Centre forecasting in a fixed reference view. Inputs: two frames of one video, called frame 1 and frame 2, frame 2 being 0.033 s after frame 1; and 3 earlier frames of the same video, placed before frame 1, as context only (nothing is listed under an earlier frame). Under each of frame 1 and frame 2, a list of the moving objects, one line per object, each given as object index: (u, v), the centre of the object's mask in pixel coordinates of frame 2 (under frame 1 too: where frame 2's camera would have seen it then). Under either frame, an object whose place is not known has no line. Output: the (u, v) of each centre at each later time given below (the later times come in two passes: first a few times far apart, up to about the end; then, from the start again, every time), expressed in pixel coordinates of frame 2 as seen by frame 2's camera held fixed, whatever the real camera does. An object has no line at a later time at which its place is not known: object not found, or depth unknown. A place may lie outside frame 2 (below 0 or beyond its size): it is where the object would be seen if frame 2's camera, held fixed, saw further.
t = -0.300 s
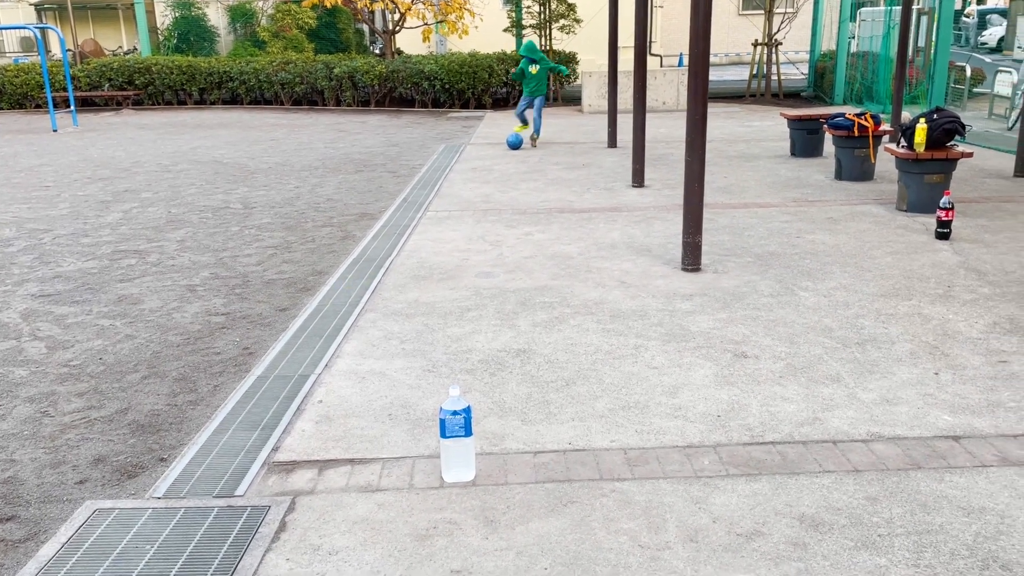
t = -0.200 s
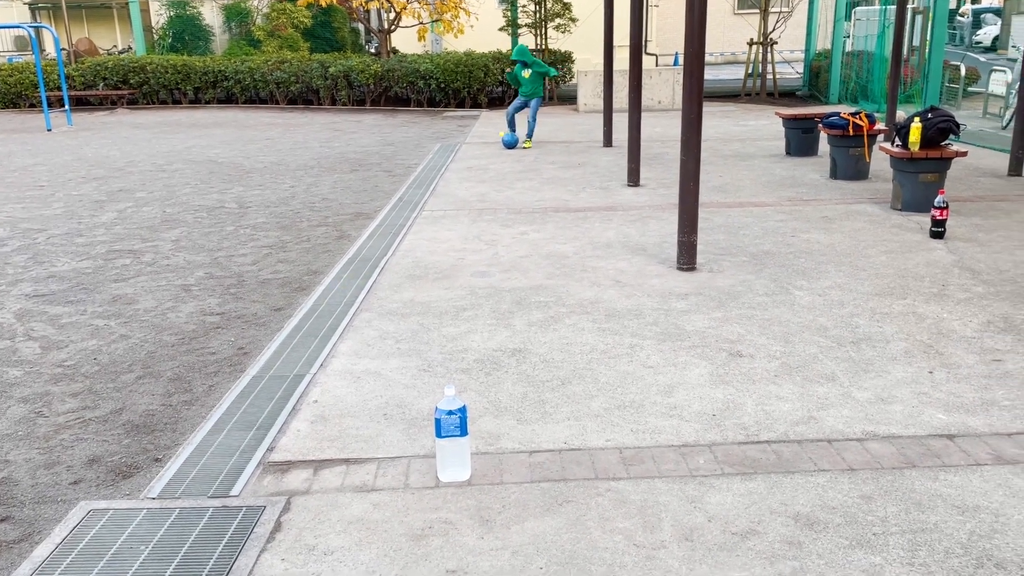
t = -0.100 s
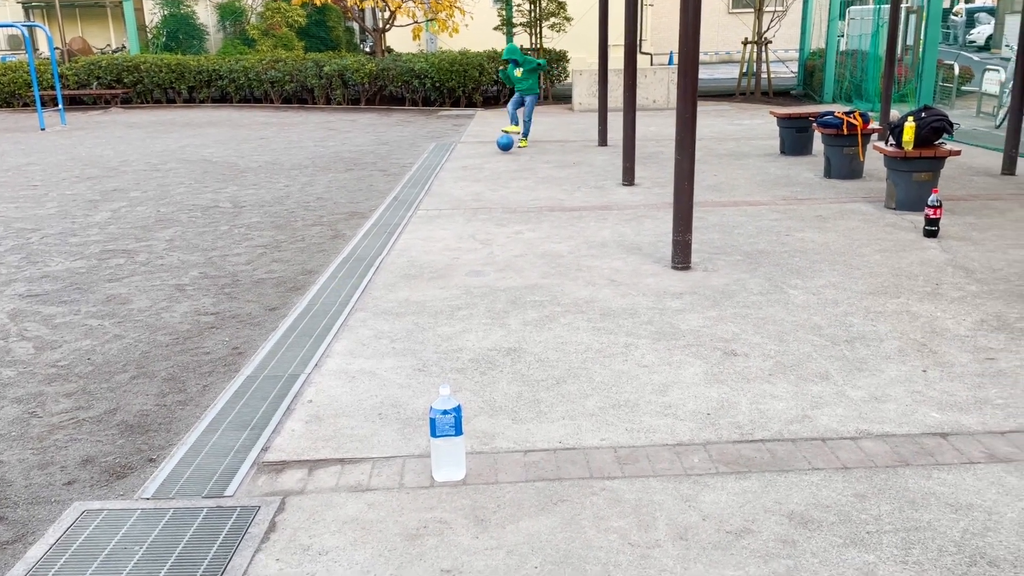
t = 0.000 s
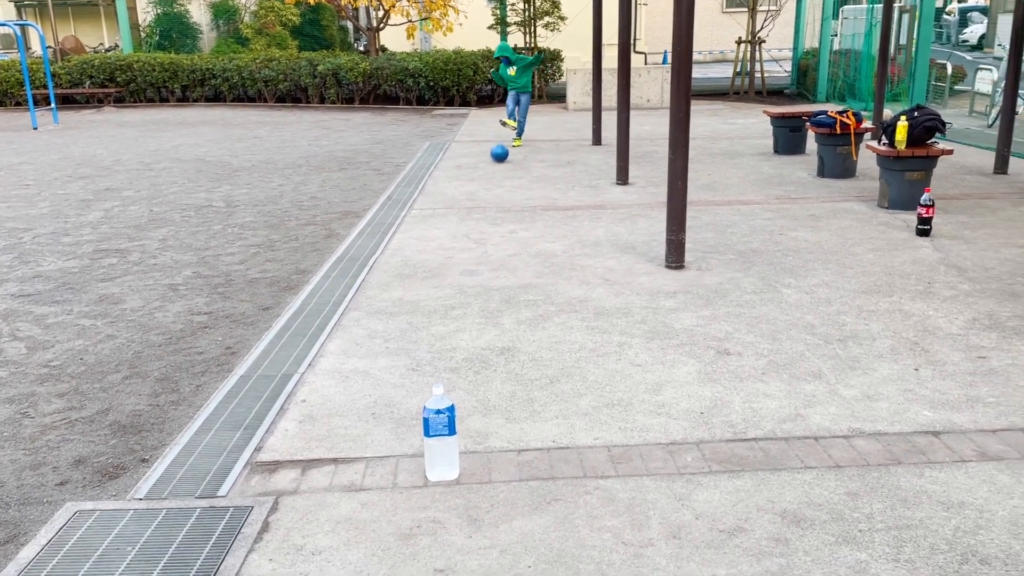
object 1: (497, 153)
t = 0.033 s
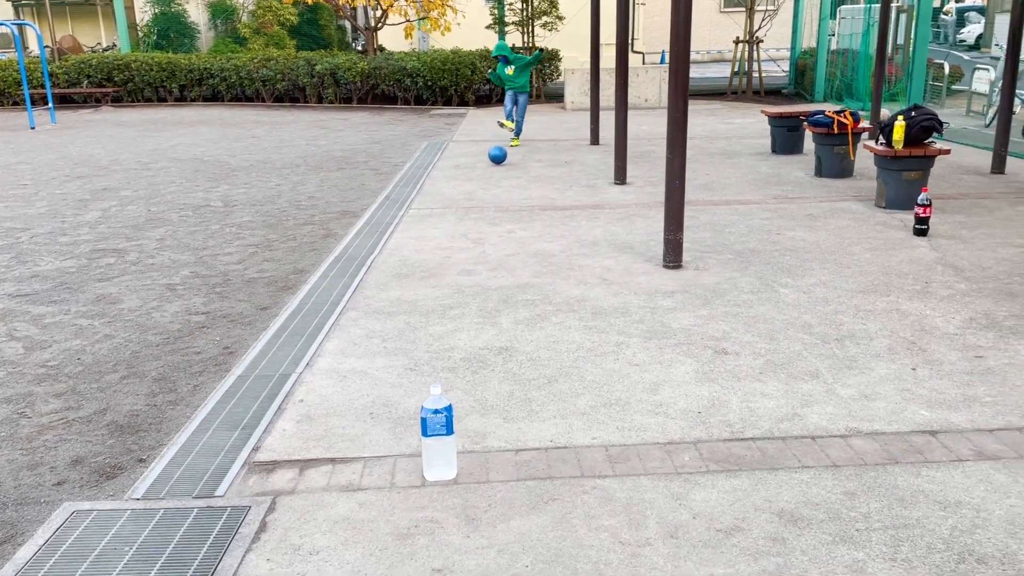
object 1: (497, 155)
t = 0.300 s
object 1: (498, 182)
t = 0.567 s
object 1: (499, 211)
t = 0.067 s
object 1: (498, 156)
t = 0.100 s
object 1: (498, 159)
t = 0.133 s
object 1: (498, 163)
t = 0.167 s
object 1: (498, 168)
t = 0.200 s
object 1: (498, 170)
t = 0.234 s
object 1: (498, 173)
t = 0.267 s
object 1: (498, 177)
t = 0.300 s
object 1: (498, 182)
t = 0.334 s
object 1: (498, 184)
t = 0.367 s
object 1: (498, 187)
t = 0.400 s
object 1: (498, 191)
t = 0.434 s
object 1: (499, 194)
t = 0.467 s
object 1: (499, 196)
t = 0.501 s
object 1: (499, 200)
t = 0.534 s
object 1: (499, 206)
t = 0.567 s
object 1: (499, 211)
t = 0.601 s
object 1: (499, 215)
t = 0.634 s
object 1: (500, 220)
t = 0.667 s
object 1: (500, 227)
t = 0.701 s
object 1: (500, 230)
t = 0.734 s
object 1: (500, 235)
